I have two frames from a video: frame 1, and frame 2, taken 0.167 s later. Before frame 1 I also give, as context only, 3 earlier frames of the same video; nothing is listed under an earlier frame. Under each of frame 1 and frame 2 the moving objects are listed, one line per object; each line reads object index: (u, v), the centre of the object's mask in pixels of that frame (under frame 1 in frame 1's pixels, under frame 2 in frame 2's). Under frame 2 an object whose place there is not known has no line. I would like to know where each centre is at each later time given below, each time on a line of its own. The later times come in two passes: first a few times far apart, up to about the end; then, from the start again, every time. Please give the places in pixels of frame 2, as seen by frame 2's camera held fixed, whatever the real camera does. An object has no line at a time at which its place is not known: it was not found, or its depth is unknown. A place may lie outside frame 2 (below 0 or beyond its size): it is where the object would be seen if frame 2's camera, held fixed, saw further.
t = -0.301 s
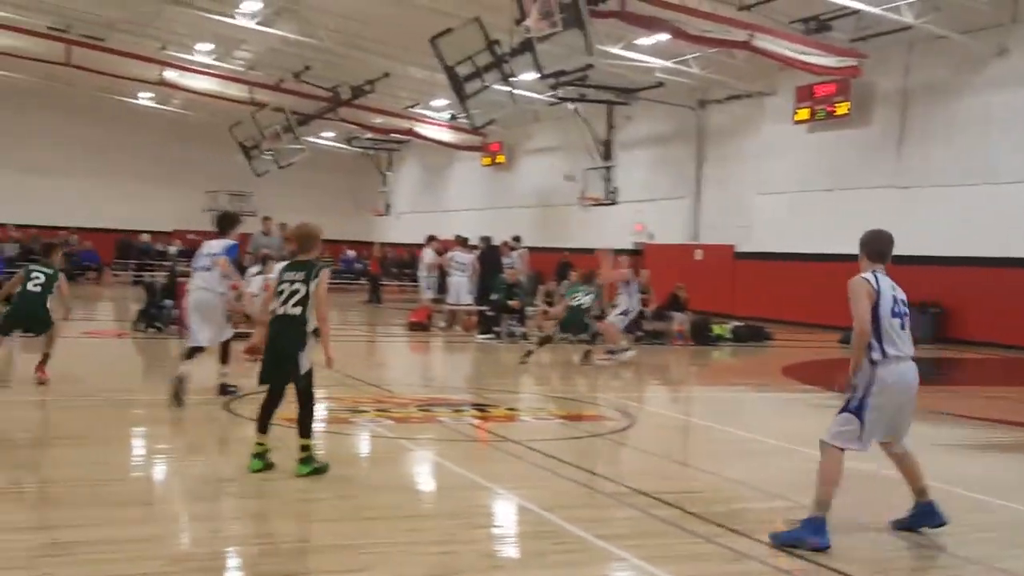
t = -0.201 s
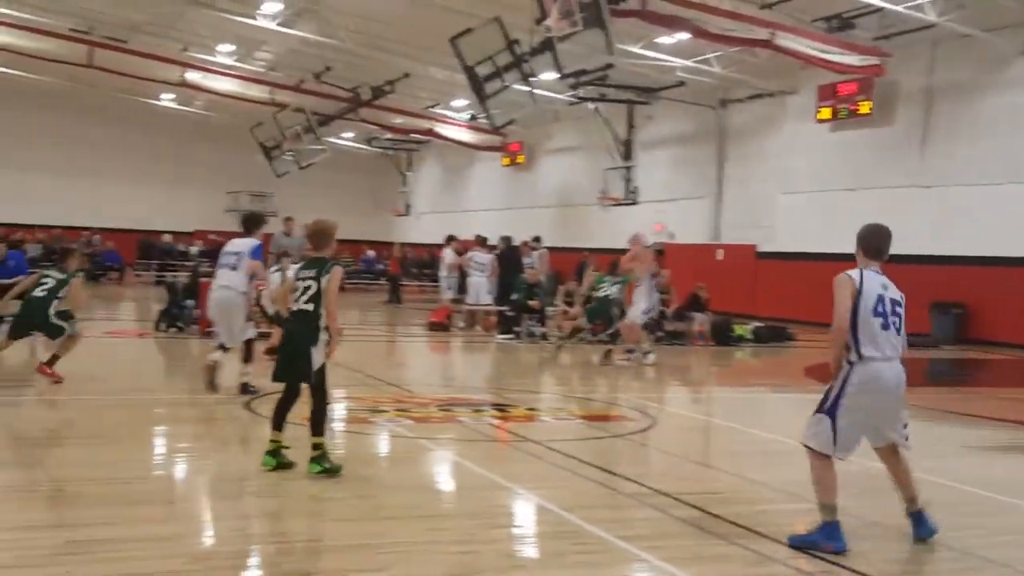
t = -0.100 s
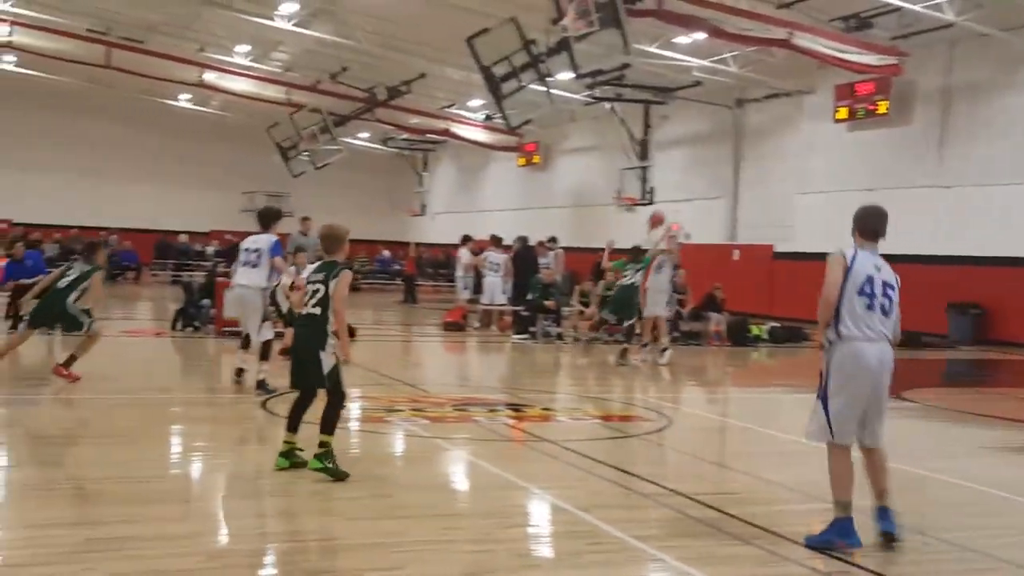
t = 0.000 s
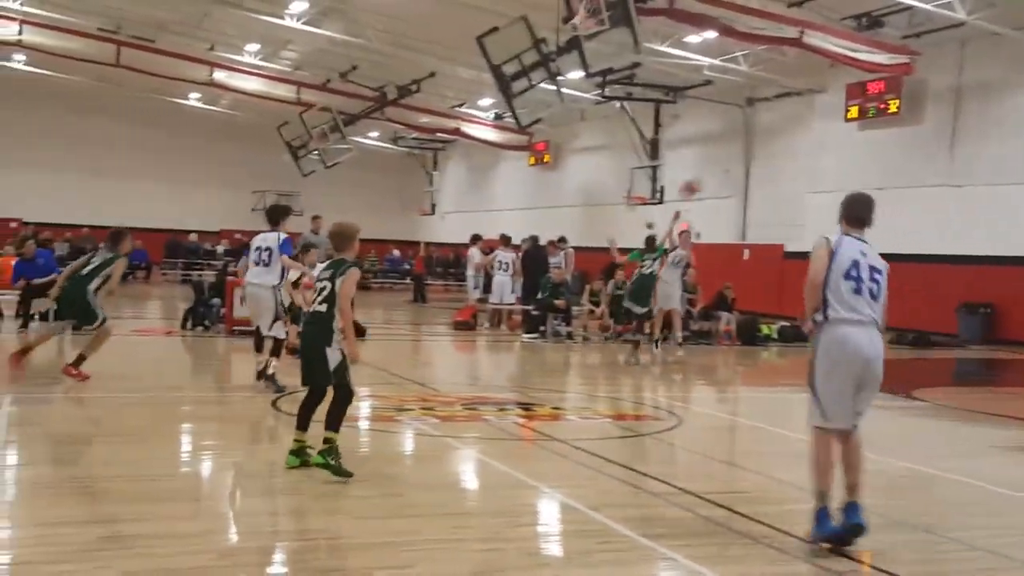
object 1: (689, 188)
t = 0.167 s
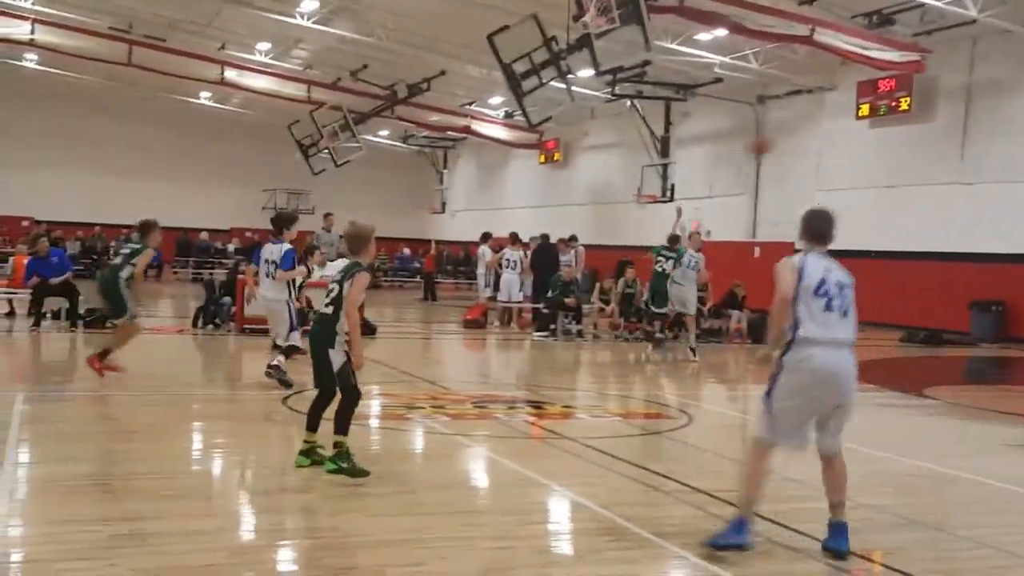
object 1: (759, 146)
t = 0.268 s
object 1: (800, 130)
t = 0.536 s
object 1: (926, 124)
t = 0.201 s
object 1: (772, 140)
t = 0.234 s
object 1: (785, 134)
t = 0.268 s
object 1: (800, 130)
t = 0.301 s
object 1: (815, 126)
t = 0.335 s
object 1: (830, 122)
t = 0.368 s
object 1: (844, 120)
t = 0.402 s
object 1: (860, 119)
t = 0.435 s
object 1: (878, 121)
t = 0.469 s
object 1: (894, 118)
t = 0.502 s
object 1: (908, 120)
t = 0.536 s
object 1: (926, 124)
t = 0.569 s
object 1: (942, 128)
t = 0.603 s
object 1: (958, 135)
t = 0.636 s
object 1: (976, 143)
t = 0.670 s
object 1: (996, 150)
